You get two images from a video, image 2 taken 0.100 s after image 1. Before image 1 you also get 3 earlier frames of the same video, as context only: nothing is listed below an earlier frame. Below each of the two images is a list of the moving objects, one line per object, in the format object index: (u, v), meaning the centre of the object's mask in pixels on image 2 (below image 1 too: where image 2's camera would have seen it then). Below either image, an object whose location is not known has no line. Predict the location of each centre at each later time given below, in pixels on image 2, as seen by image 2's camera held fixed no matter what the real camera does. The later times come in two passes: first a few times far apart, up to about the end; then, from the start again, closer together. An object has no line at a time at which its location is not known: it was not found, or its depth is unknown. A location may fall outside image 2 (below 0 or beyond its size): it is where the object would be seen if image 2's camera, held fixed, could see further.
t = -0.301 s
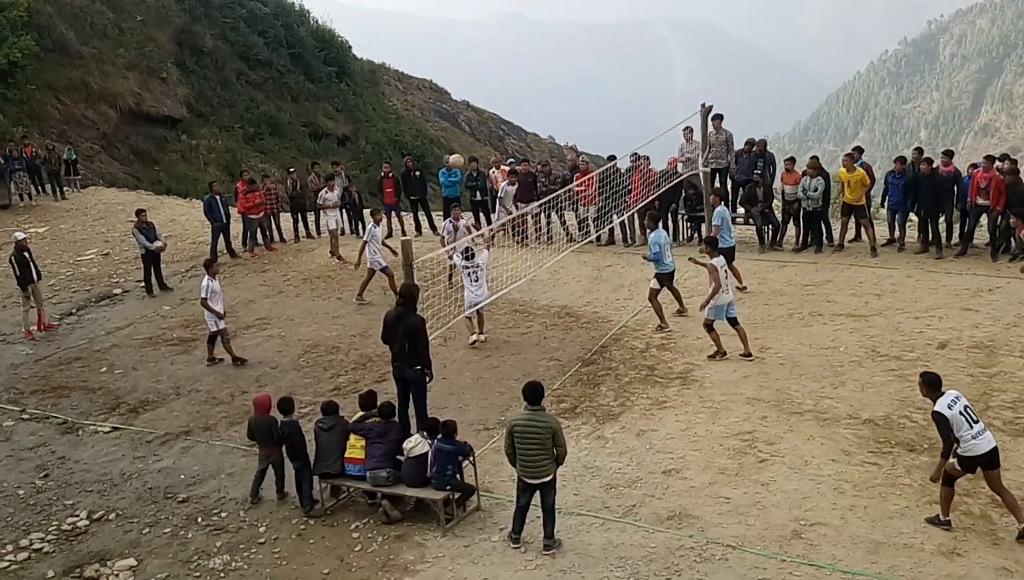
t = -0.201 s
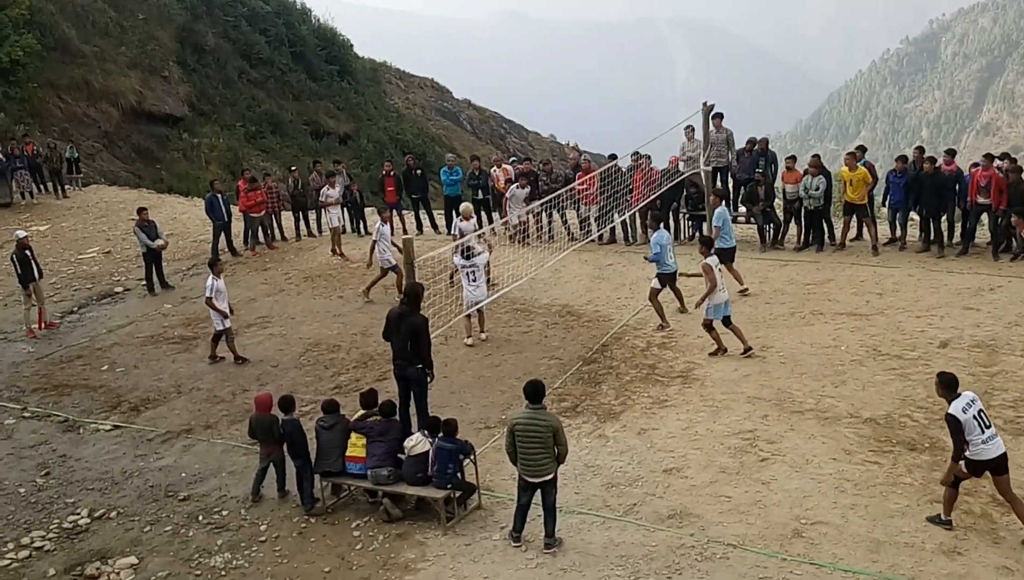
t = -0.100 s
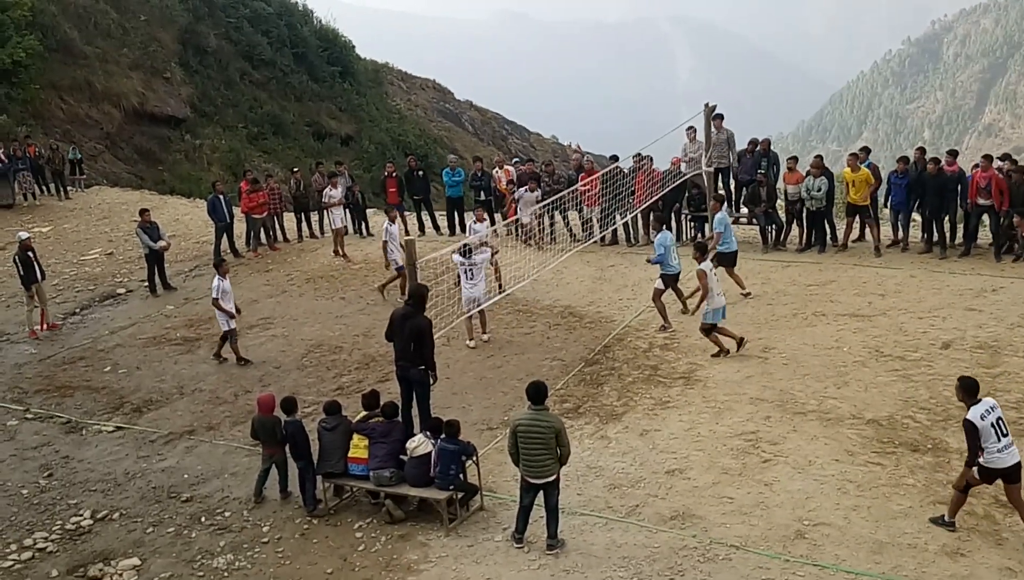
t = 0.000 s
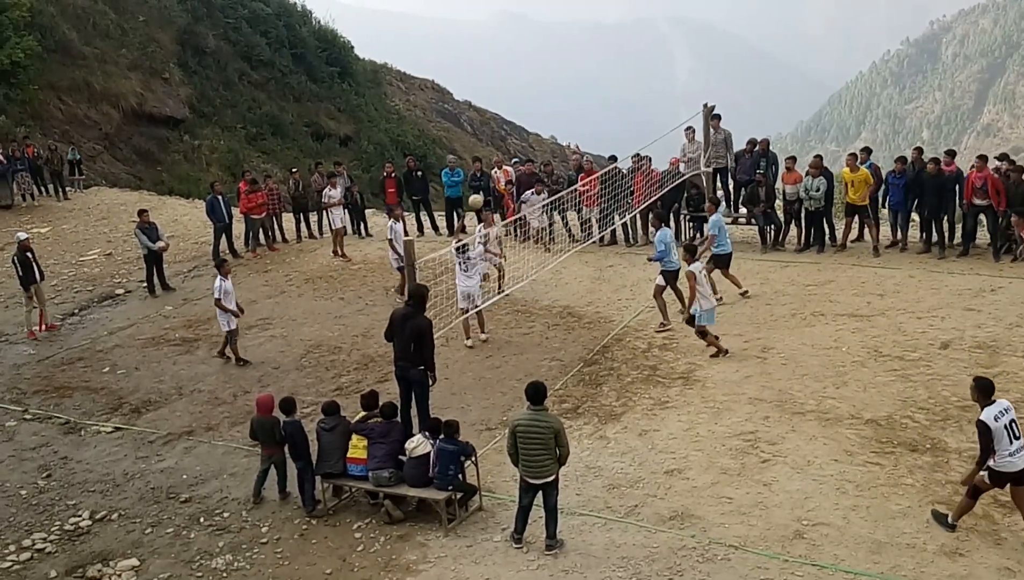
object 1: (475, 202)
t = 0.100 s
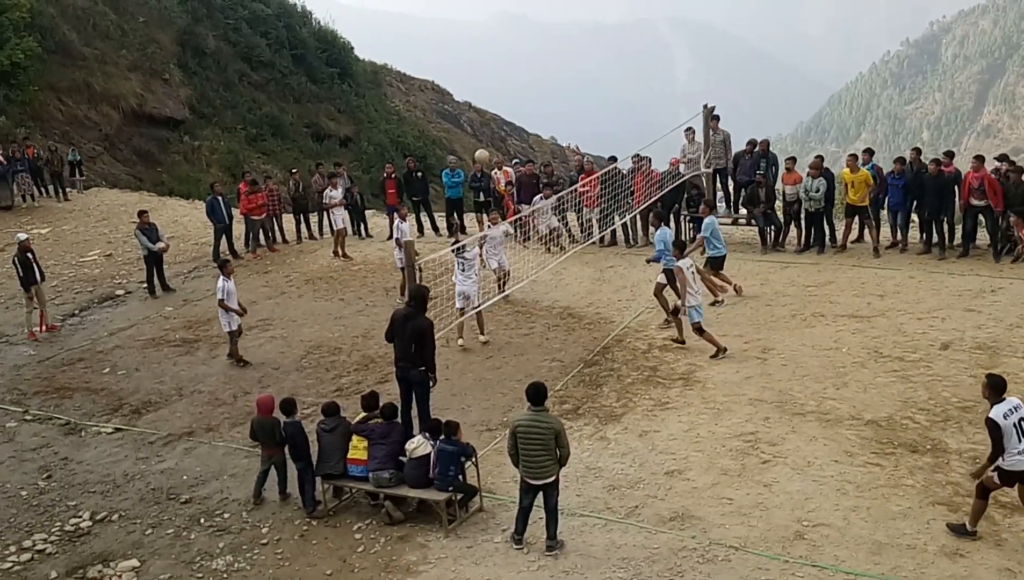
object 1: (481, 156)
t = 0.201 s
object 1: (488, 117)
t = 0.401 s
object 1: (505, 59)
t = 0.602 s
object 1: (525, 29)
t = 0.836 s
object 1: (554, 36)
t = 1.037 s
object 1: (578, 72)
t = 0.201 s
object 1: (488, 117)
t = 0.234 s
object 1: (492, 106)
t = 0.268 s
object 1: (494, 95)
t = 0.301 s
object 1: (496, 85)
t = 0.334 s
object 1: (499, 75)
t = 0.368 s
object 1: (503, 67)
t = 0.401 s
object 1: (505, 59)
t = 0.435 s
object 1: (508, 52)
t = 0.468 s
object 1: (511, 45)
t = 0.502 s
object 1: (515, 40)
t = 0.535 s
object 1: (518, 36)
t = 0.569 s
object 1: (521, 32)
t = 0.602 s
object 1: (525, 29)
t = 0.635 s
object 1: (532, 26)
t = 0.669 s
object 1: (536, 26)
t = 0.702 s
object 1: (539, 26)
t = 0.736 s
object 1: (543, 27)
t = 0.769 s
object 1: (547, 29)
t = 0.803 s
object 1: (550, 32)
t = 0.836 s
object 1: (554, 36)
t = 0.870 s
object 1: (558, 40)
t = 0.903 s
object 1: (562, 45)
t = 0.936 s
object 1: (565, 50)
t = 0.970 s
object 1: (569, 57)
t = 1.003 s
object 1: (573, 64)
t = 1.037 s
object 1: (578, 72)
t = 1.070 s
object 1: (581, 80)
